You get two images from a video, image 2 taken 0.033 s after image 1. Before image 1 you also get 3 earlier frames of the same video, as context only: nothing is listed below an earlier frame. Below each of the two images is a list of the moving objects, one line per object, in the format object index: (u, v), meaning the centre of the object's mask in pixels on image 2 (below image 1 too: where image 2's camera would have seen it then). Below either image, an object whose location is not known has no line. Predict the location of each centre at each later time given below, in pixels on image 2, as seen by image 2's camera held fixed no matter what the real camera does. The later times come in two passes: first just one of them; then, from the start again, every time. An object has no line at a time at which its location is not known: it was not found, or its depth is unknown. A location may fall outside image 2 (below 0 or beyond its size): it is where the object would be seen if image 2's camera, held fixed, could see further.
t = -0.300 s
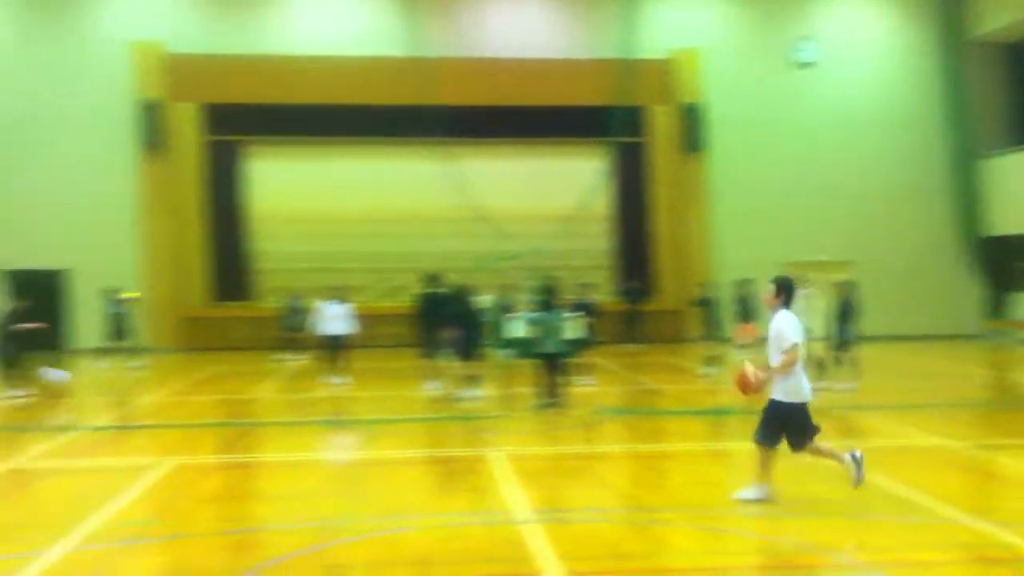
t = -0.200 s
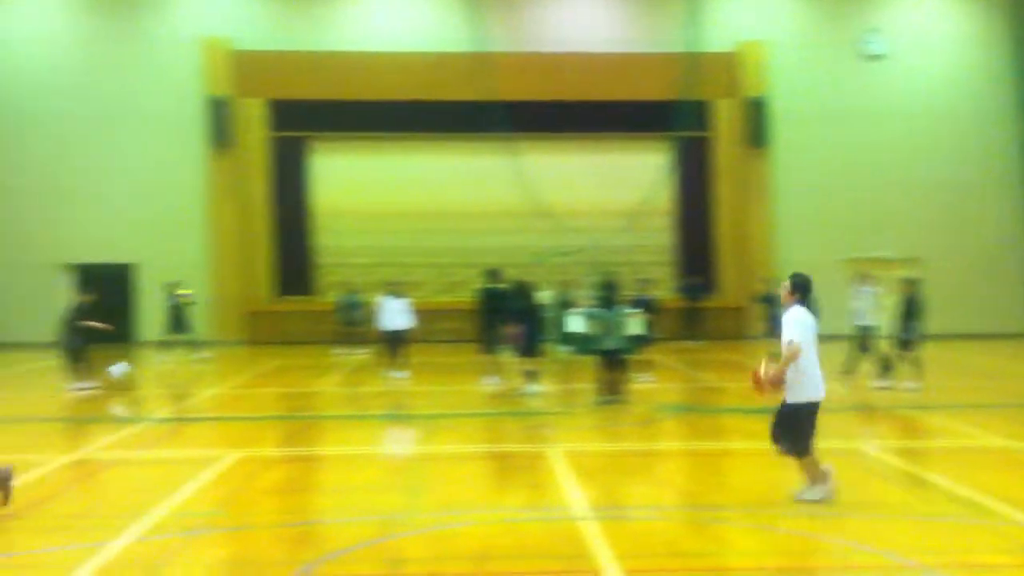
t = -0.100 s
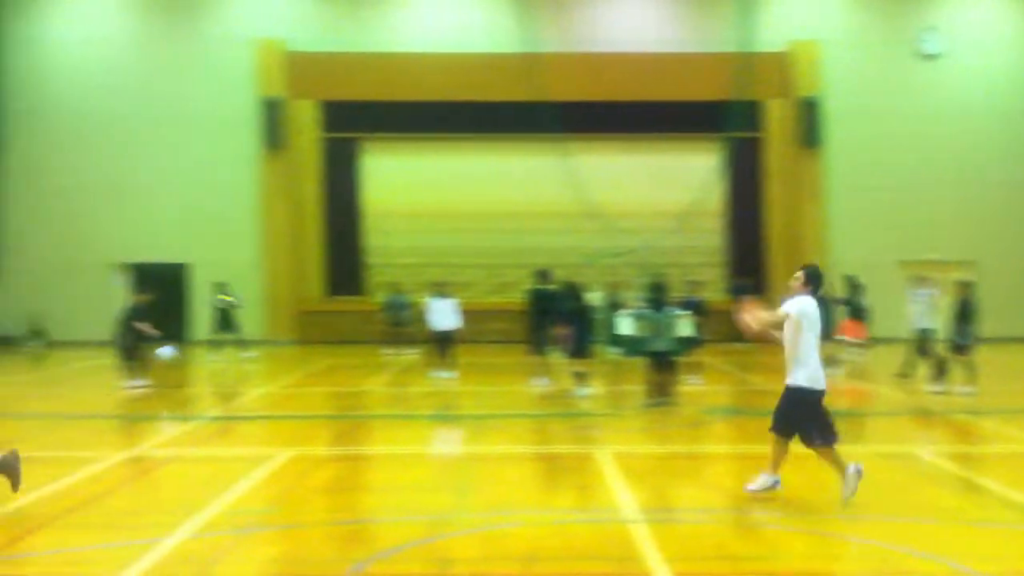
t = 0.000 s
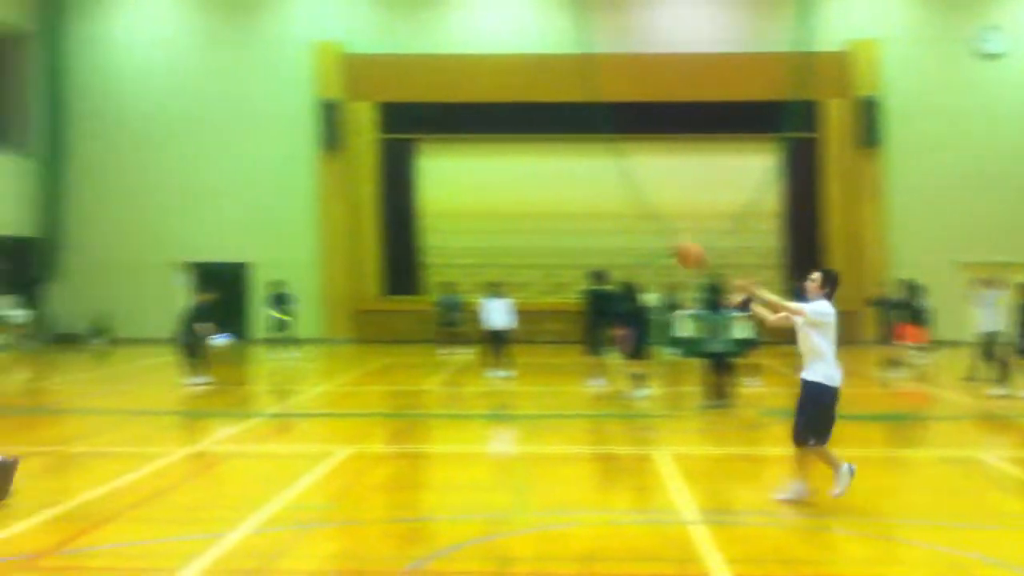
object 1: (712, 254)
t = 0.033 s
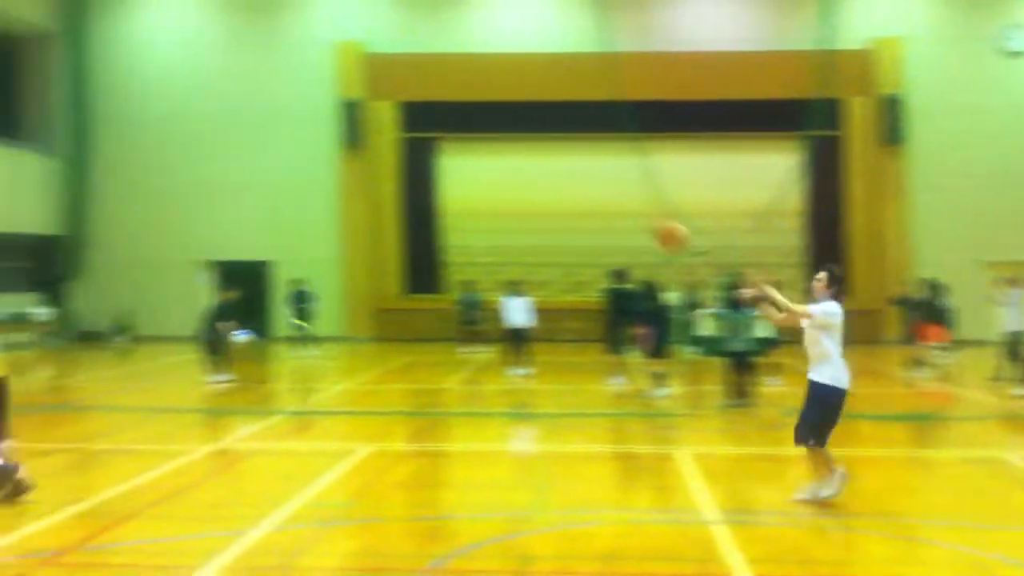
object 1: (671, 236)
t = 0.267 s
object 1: (411, 144)
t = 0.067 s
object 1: (629, 217)
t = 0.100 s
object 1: (591, 202)
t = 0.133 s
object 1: (552, 188)
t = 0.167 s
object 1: (515, 174)
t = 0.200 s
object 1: (476, 163)
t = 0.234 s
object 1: (440, 151)
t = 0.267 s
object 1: (411, 144)
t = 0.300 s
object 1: (372, 137)
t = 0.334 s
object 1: (342, 132)
